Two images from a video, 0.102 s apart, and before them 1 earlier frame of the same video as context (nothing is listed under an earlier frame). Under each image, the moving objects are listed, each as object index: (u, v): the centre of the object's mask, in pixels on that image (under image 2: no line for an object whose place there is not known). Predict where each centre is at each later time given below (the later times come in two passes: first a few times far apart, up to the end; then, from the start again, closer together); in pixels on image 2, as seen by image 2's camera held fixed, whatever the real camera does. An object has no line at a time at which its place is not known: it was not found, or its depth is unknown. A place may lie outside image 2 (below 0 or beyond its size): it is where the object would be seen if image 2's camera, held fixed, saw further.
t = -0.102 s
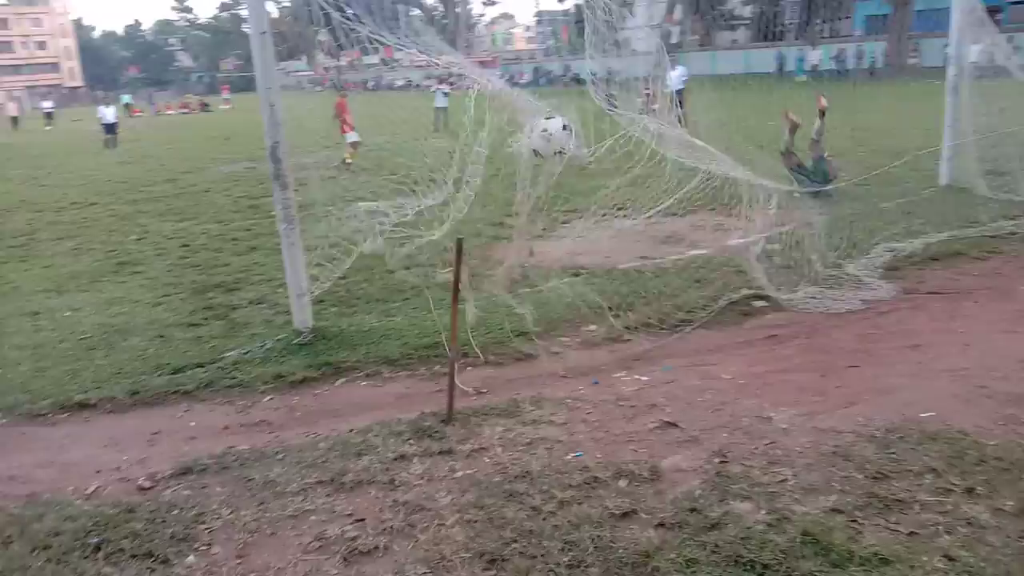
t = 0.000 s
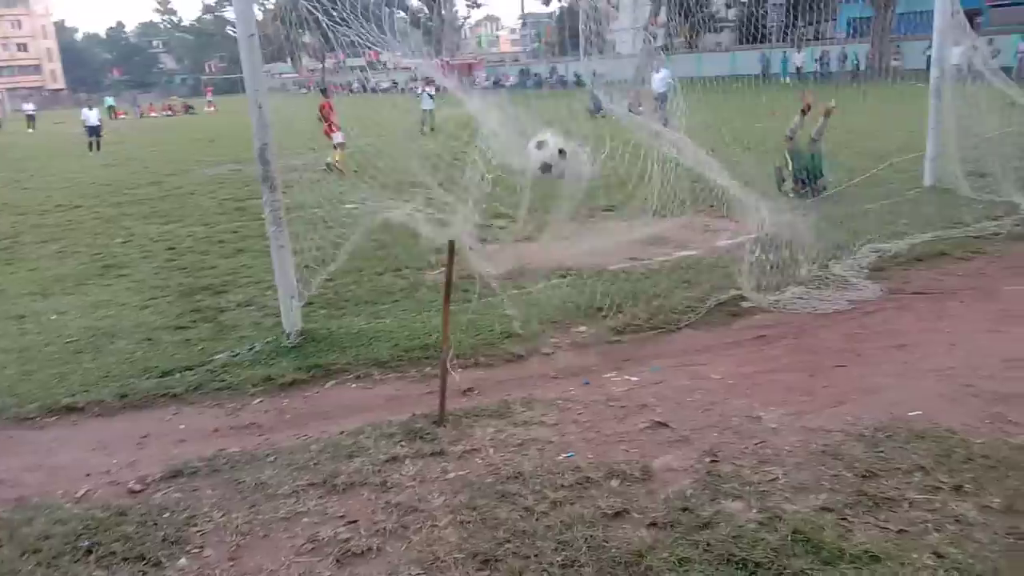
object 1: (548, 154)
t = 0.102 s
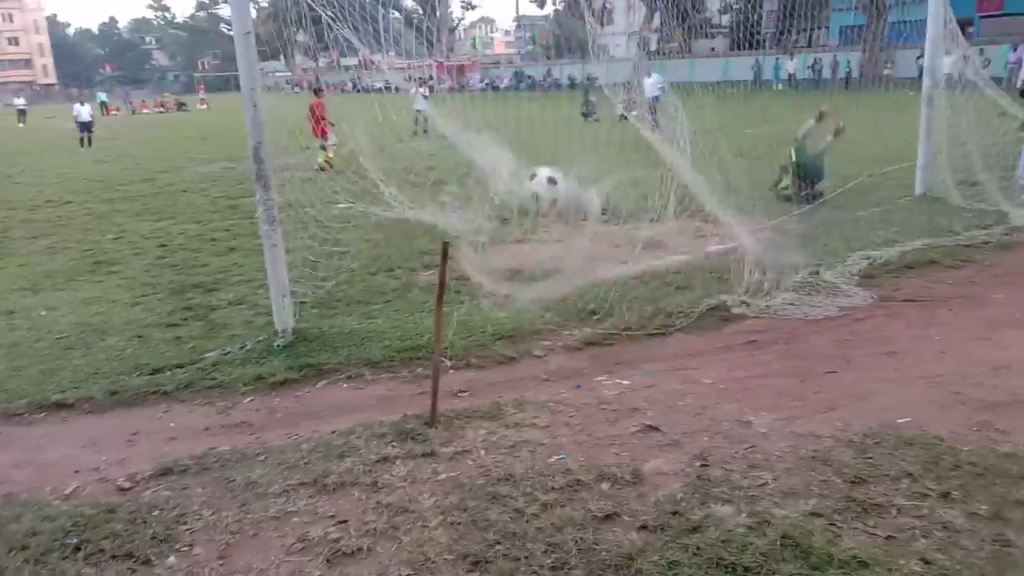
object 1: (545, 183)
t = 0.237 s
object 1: (530, 224)
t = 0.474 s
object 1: (469, 297)
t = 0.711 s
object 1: (452, 292)
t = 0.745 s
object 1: (446, 293)
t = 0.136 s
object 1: (546, 194)
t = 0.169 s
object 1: (534, 202)
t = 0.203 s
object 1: (533, 212)
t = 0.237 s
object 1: (530, 224)
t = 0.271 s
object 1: (523, 234)
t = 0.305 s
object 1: (511, 239)
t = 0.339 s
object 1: (503, 248)
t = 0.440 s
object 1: (478, 290)
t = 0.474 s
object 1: (469, 297)
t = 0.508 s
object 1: (464, 314)
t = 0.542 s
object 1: (459, 309)
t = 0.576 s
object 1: (459, 301)
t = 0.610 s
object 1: (457, 299)
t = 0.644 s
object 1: (455, 296)
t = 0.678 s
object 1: (453, 293)
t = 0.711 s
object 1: (452, 292)
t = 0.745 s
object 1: (446, 293)
